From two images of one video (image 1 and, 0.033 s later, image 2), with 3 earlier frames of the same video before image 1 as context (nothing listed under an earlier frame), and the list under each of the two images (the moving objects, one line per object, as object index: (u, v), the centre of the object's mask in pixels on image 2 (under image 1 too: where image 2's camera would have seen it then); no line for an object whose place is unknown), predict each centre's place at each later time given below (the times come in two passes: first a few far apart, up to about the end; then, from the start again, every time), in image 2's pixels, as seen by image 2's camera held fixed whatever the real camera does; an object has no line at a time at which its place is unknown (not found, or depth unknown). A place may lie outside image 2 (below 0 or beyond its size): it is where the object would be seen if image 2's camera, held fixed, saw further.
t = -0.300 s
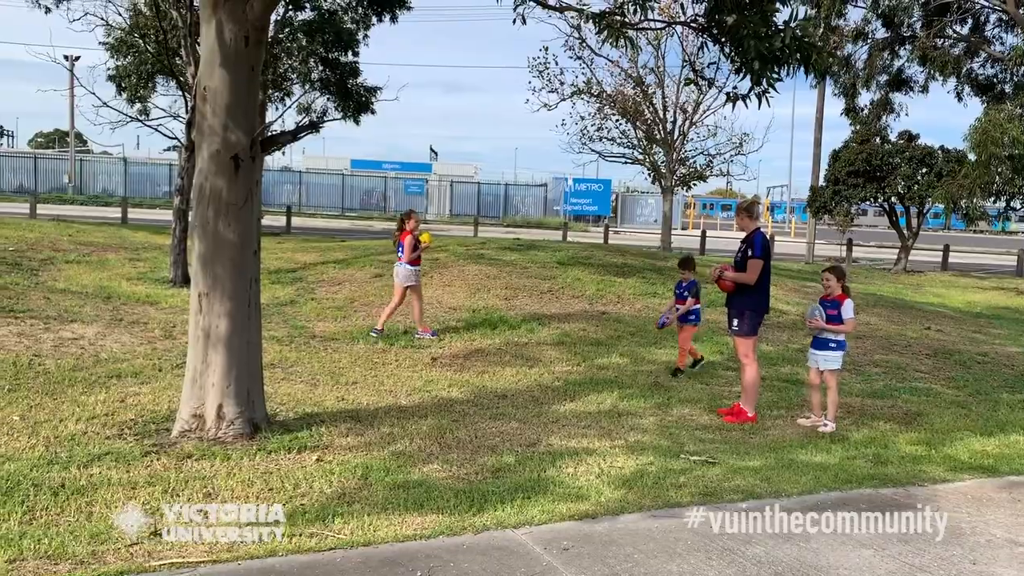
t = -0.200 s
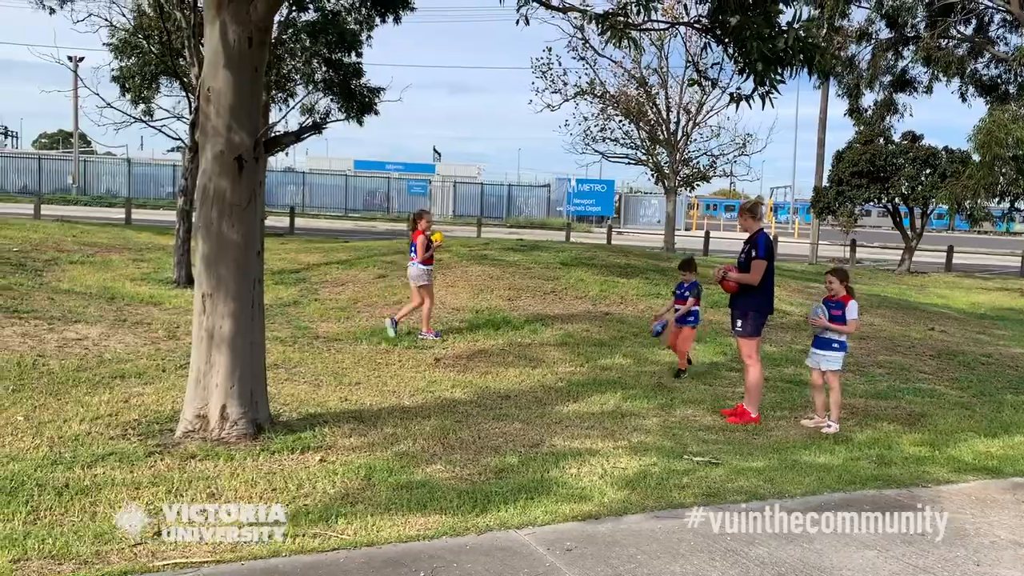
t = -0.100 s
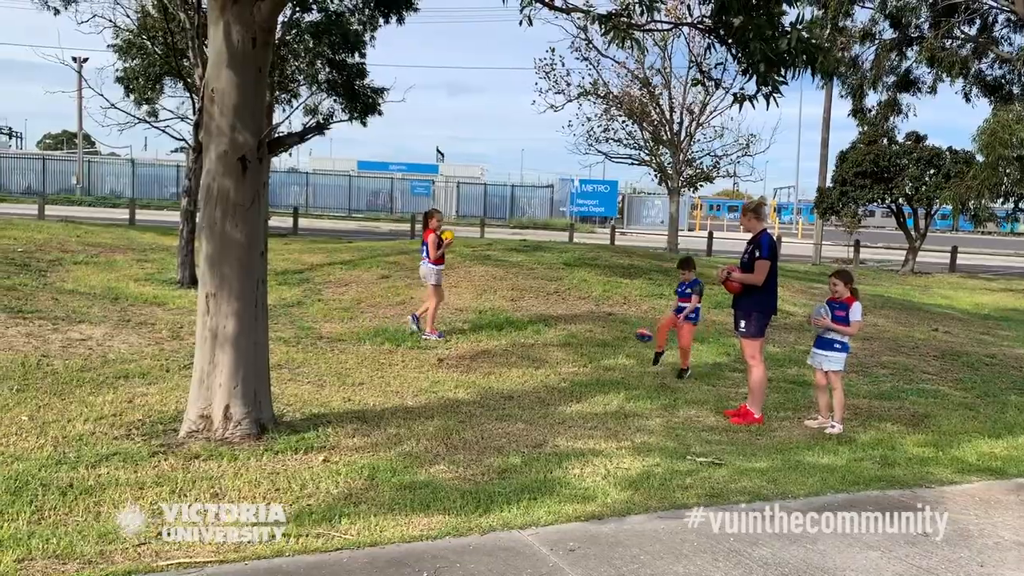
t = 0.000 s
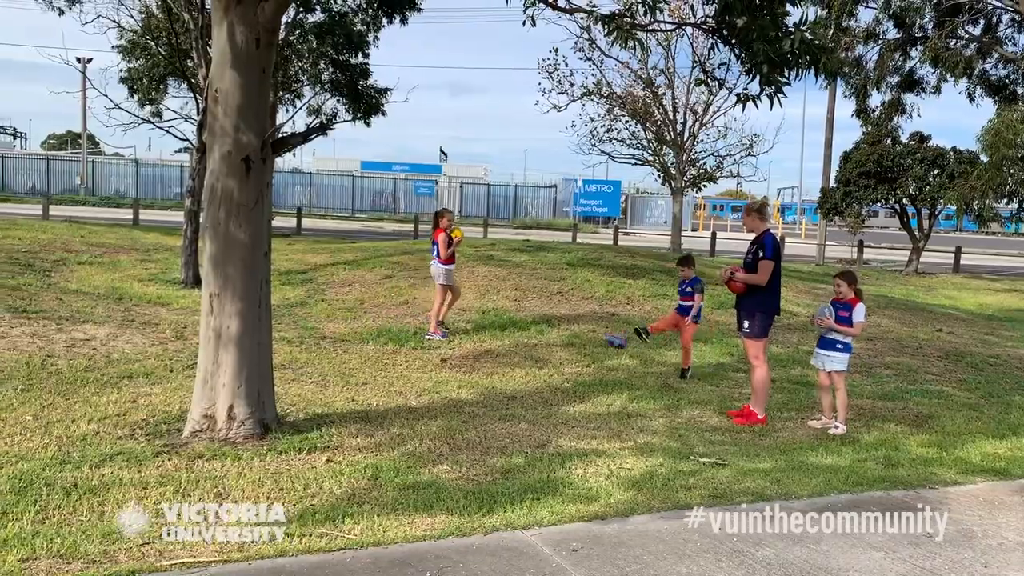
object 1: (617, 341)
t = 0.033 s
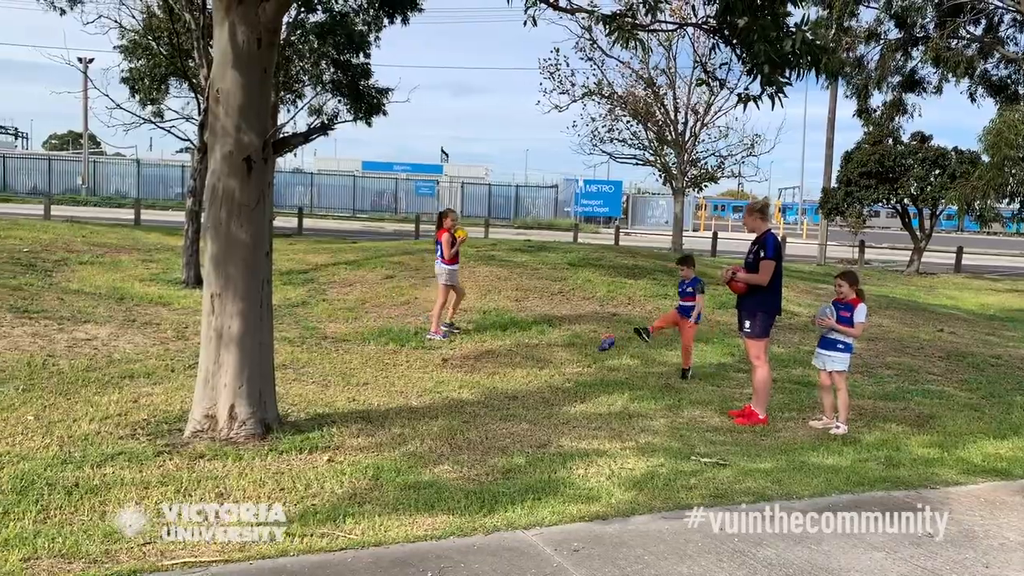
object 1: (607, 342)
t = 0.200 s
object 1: (547, 369)
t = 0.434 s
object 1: (473, 375)
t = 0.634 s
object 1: (427, 371)
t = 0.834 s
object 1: (390, 384)
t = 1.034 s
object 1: (363, 389)
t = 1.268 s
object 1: (335, 404)
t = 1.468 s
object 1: (314, 413)
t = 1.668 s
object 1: (297, 413)
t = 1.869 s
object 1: (292, 415)
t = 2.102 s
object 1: (298, 416)
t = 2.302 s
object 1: (298, 416)
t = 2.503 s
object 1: (295, 416)
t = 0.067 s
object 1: (594, 345)
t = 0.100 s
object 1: (582, 348)
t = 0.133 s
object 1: (570, 355)
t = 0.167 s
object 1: (559, 362)
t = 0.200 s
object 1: (547, 369)
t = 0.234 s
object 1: (536, 377)
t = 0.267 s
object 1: (525, 376)
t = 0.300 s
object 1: (514, 372)
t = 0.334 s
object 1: (504, 372)
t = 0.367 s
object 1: (494, 372)
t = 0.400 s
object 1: (484, 373)
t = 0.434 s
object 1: (473, 375)
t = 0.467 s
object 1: (462, 379)
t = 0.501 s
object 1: (451, 384)
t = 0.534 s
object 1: (443, 383)
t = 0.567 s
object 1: (438, 378)
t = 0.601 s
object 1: (433, 374)
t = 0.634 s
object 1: (427, 371)
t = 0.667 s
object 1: (421, 370)
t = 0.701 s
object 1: (415, 370)
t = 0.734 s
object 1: (409, 370)
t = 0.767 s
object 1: (402, 373)
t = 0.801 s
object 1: (396, 378)
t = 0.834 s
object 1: (390, 384)
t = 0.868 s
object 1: (384, 391)
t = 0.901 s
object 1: (378, 396)
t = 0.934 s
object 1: (374, 393)
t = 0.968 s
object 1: (371, 390)
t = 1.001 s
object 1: (367, 389)
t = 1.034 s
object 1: (363, 389)
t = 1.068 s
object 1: (358, 391)
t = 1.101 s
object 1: (354, 393)
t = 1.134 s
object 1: (350, 398)
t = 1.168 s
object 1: (346, 400)
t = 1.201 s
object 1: (342, 400)
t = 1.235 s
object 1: (338, 402)
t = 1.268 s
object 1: (335, 404)
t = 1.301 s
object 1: (331, 403)
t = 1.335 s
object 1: (328, 402)
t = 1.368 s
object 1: (325, 403)
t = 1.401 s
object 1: (321, 405)
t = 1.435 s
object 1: (318, 408)
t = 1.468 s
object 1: (314, 413)
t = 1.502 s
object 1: (312, 414)
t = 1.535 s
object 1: (308, 414)
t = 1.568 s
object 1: (304, 414)
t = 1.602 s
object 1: (301, 413)
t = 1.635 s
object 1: (299, 412)
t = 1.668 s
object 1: (297, 413)
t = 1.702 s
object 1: (295, 415)
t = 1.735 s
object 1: (294, 416)
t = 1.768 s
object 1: (292, 416)
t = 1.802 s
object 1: (292, 416)
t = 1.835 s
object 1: (292, 415)
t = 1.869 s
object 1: (292, 415)
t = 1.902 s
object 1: (293, 415)
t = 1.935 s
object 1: (293, 416)
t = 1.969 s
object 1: (293, 416)
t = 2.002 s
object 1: (294, 416)
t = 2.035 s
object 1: (295, 416)
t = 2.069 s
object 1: (297, 416)
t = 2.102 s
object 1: (298, 416)
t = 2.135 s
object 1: (299, 415)
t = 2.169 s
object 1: (300, 415)
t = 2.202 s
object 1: (300, 414)
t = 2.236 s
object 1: (300, 414)
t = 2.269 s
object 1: (300, 415)
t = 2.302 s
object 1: (298, 416)
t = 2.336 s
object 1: (297, 416)
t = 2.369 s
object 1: (297, 416)
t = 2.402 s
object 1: (296, 417)
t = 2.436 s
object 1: (296, 416)
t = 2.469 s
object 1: (296, 416)
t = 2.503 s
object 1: (295, 416)
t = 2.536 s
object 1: (295, 416)
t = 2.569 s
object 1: (295, 416)
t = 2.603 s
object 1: (295, 416)
